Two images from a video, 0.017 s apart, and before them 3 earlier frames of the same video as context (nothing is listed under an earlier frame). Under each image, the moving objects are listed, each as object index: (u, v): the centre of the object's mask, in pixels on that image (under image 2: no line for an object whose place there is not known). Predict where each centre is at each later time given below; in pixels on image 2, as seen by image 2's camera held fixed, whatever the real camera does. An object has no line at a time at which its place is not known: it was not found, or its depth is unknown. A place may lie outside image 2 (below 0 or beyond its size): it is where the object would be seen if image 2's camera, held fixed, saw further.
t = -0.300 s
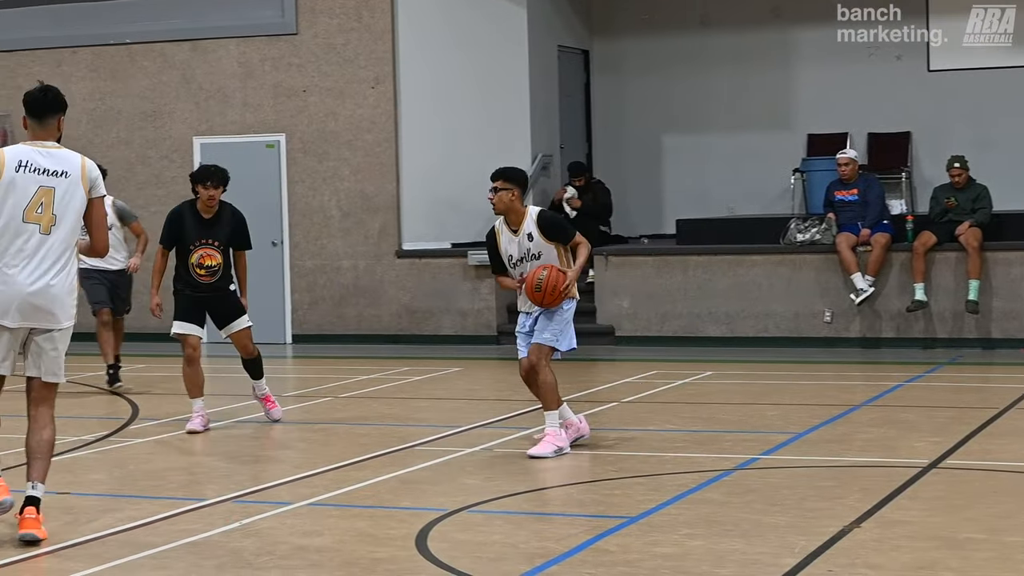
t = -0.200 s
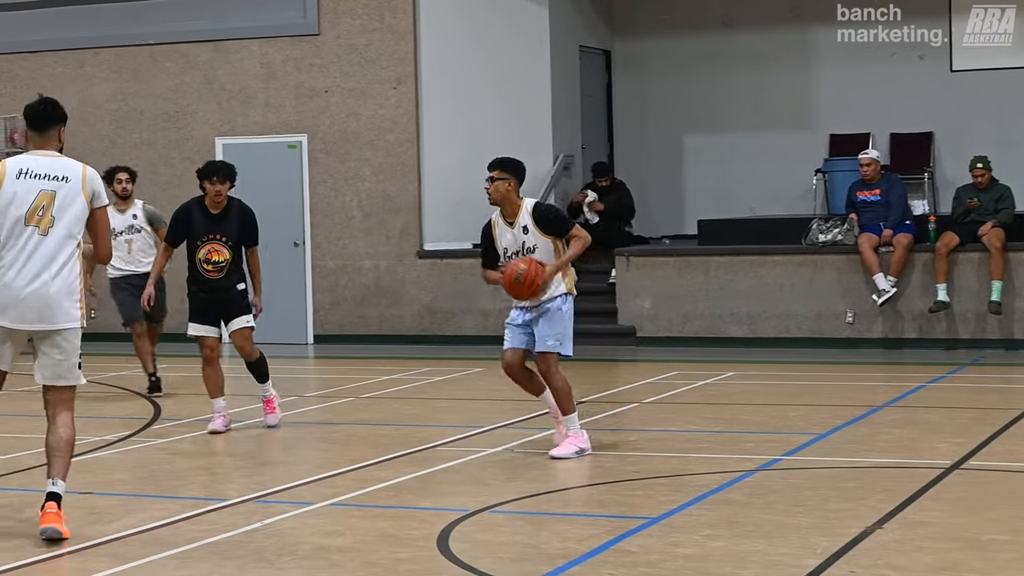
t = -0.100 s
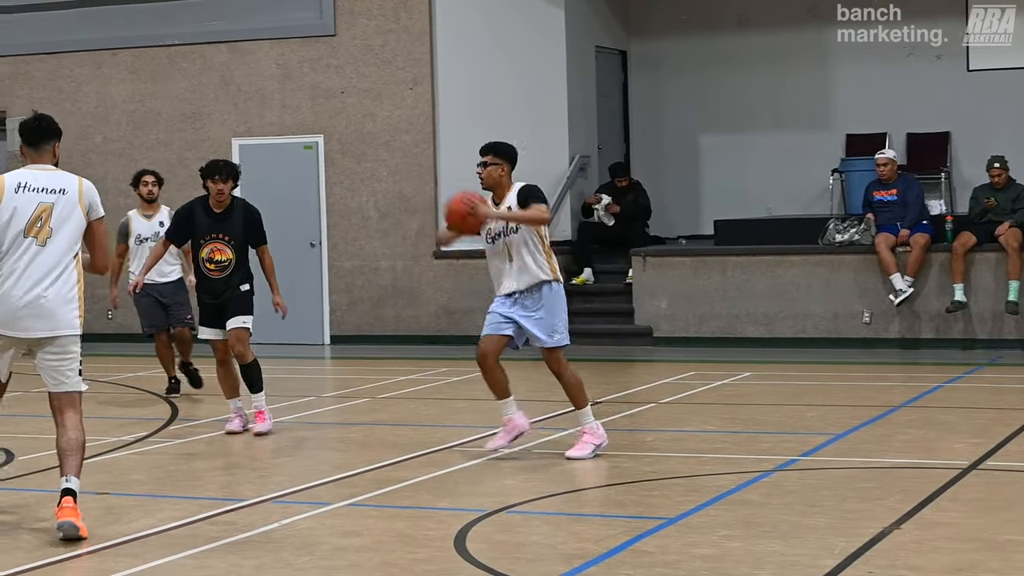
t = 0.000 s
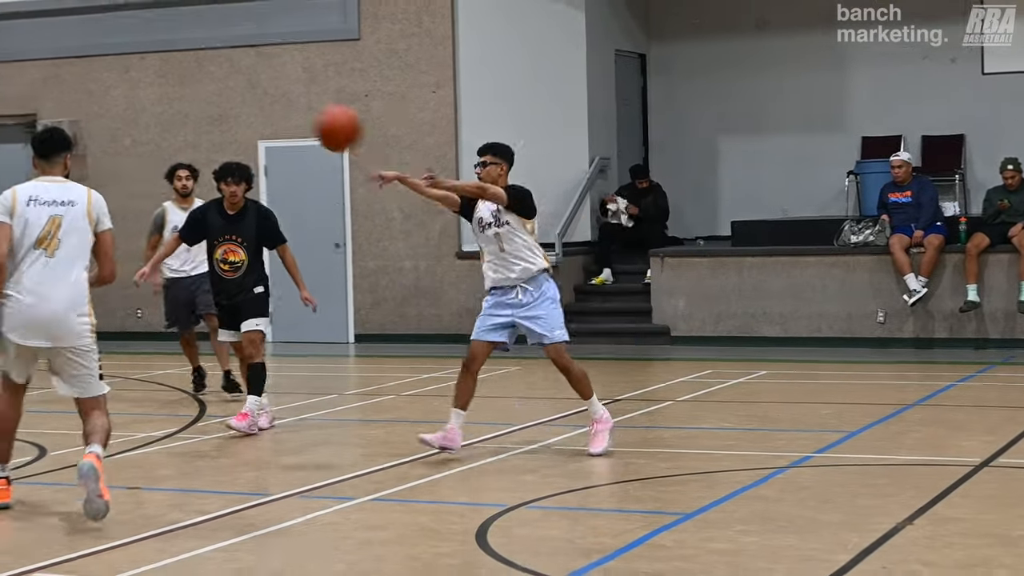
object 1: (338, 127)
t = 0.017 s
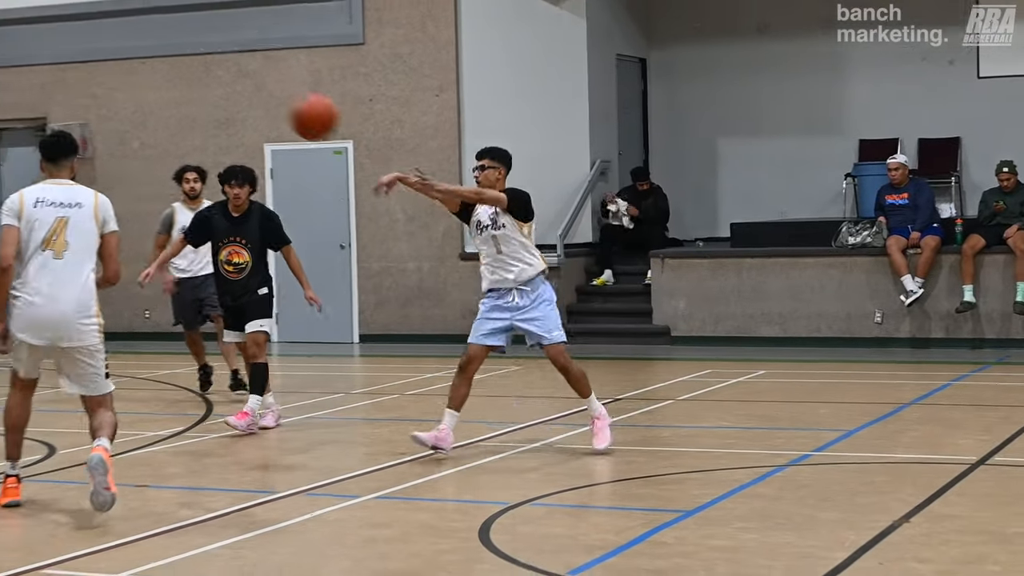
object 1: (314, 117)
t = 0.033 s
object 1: (284, 103)
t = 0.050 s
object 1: (254, 89)
